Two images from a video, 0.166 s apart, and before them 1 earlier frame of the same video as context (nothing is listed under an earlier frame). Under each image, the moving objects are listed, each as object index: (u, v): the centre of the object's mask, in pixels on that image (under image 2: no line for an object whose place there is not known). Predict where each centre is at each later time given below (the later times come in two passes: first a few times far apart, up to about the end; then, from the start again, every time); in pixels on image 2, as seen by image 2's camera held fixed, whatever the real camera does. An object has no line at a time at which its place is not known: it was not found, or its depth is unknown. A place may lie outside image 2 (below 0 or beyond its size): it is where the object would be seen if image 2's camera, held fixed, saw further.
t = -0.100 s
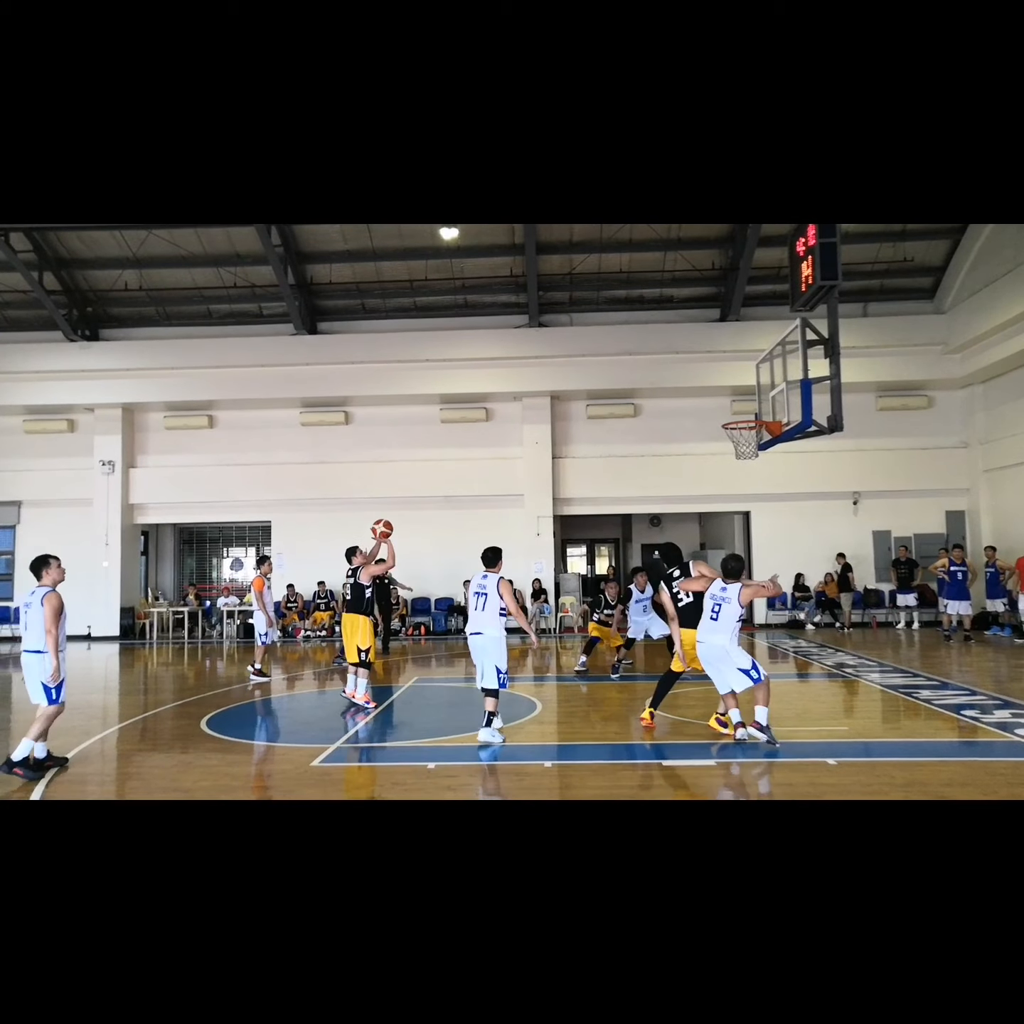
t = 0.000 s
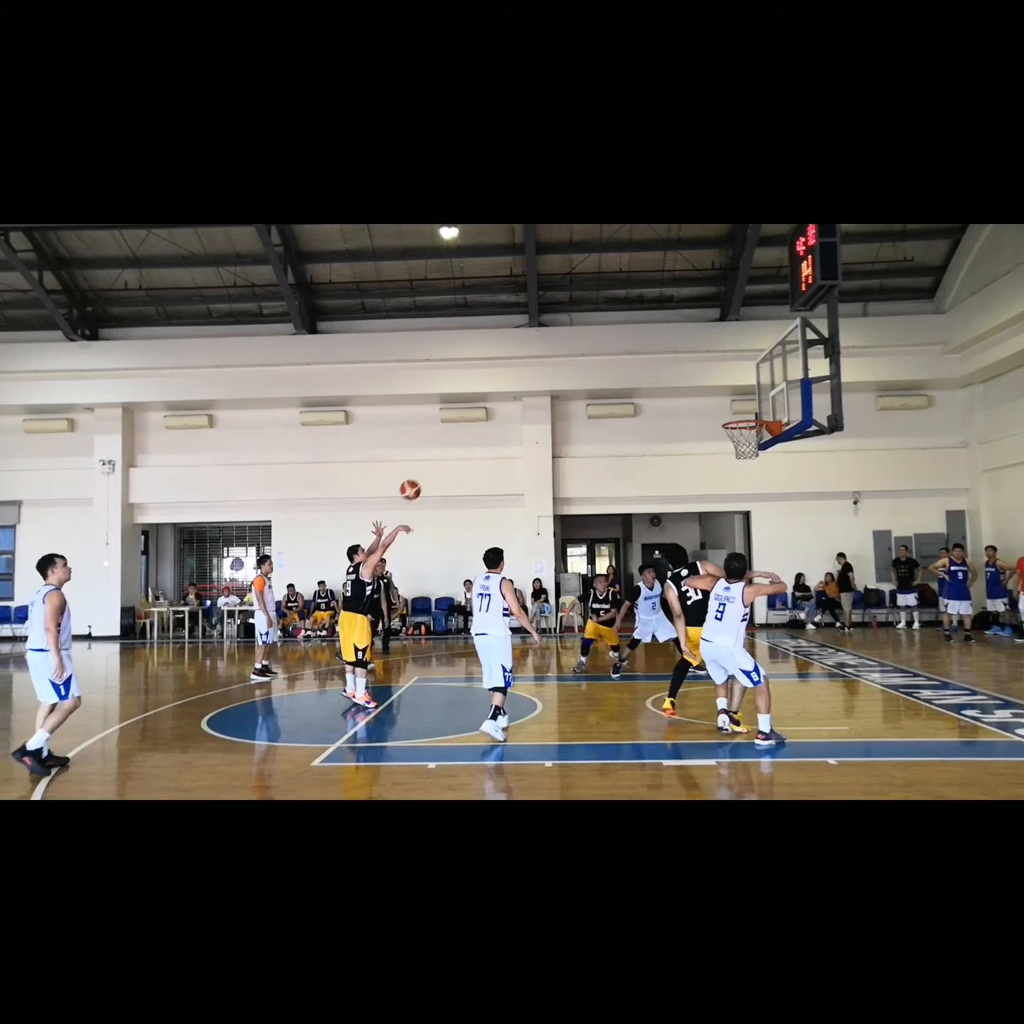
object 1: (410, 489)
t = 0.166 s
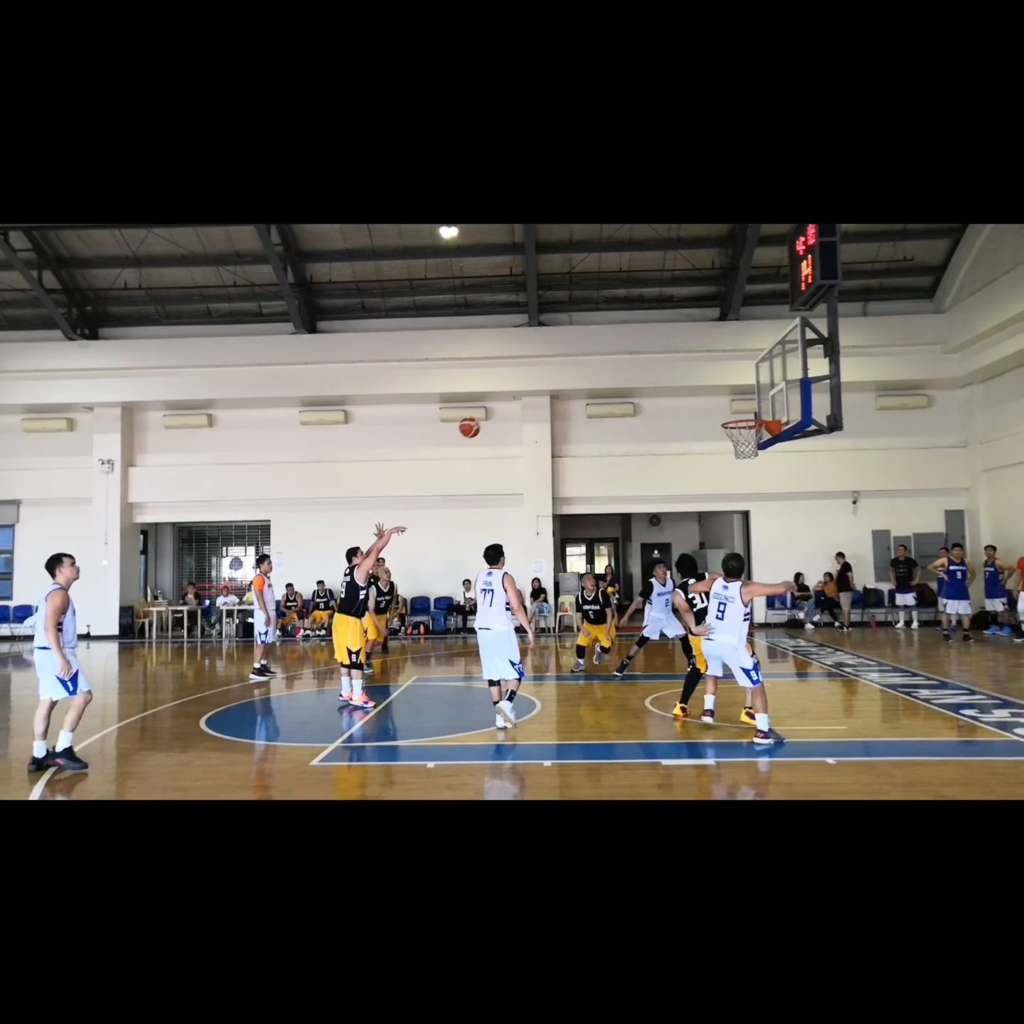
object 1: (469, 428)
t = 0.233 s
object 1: (493, 409)
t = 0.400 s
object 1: (554, 379)
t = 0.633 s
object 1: (638, 376)
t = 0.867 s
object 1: (724, 417)
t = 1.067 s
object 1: (756, 407)
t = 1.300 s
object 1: (742, 423)
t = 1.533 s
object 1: (733, 441)
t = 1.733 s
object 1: (748, 452)
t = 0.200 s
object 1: (481, 418)
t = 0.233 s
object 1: (493, 409)
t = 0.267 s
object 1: (505, 402)
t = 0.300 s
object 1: (517, 394)
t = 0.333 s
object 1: (529, 388)
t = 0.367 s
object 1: (542, 383)
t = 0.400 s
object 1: (554, 379)
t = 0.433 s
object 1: (565, 376)
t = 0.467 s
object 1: (578, 373)
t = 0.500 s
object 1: (590, 372)
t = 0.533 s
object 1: (602, 371)
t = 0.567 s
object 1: (614, 372)
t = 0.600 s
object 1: (626, 373)
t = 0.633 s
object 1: (638, 376)
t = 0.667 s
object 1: (651, 379)
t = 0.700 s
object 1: (663, 383)
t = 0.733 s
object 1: (676, 388)
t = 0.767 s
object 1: (688, 395)
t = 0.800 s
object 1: (701, 402)
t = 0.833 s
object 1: (713, 410)
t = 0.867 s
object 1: (724, 417)
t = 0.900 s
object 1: (729, 412)
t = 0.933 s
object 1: (734, 410)
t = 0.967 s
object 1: (739, 407)
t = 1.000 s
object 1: (745, 406)
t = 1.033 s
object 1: (750, 406)
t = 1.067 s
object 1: (756, 407)
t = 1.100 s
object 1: (761, 408)
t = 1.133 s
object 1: (764, 410)
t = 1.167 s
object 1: (760, 410)
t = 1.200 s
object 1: (756, 411)
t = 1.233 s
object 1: (752, 413)
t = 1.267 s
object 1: (747, 419)
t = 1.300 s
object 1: (742, 423)
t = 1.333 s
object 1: (740, 430)
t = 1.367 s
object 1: (737, 436)
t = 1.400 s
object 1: (732, 440)
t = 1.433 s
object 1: (730, 439)
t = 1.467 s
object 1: (730, 439)
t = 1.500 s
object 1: (728, 440)
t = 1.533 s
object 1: (733, 441)
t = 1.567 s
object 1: (735, 442)
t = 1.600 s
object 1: (737, 443)
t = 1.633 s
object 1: (740, 446)
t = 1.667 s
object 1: (743, 448)
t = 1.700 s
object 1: (746, 450)
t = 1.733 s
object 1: (748, 452)
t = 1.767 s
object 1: (750, 454)
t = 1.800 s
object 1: (751, 456)
